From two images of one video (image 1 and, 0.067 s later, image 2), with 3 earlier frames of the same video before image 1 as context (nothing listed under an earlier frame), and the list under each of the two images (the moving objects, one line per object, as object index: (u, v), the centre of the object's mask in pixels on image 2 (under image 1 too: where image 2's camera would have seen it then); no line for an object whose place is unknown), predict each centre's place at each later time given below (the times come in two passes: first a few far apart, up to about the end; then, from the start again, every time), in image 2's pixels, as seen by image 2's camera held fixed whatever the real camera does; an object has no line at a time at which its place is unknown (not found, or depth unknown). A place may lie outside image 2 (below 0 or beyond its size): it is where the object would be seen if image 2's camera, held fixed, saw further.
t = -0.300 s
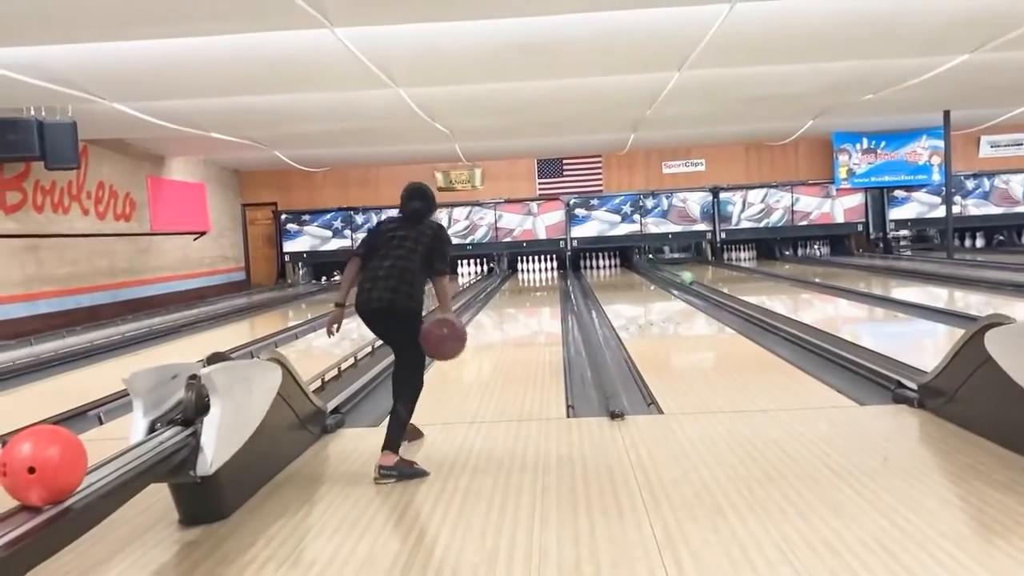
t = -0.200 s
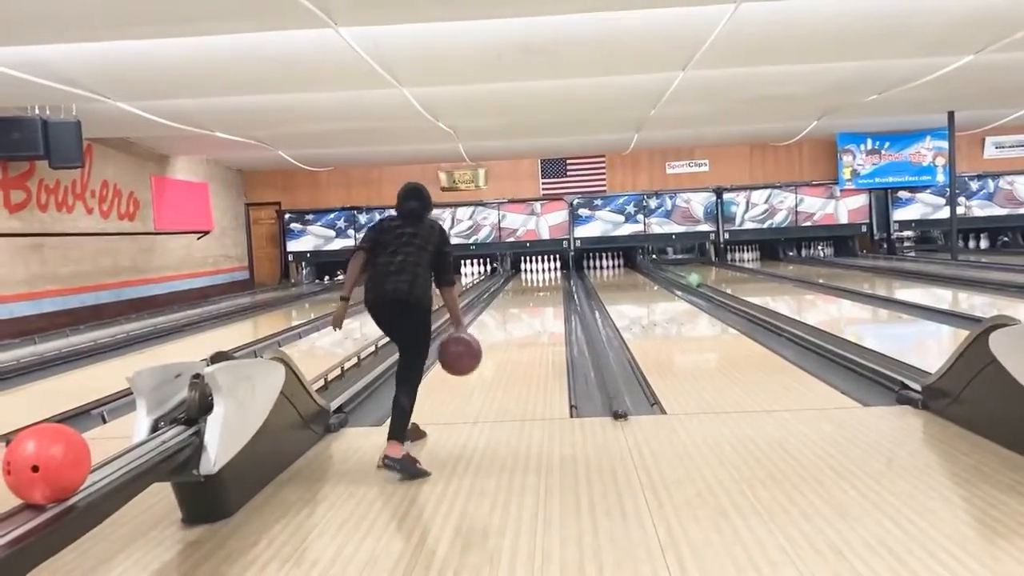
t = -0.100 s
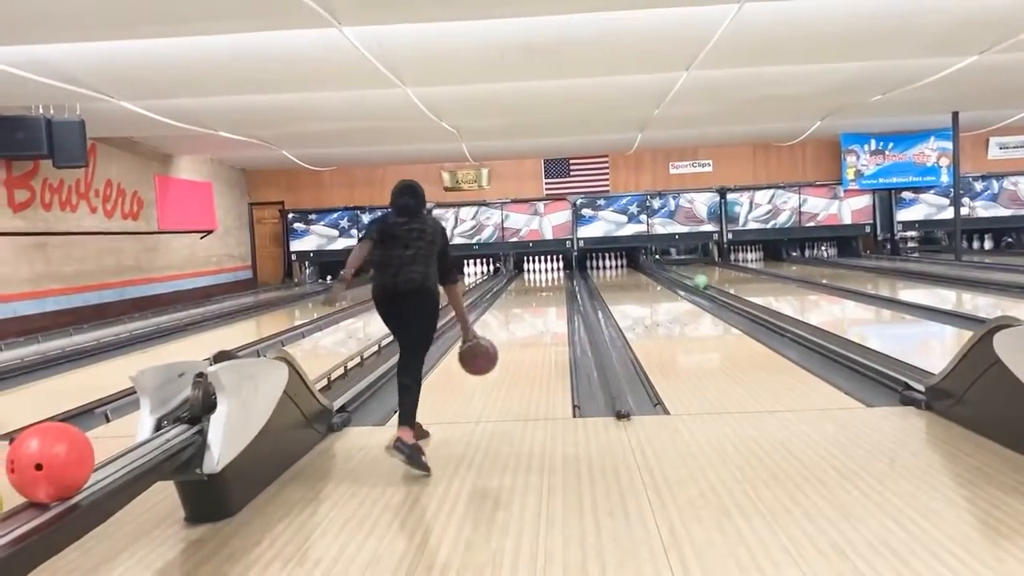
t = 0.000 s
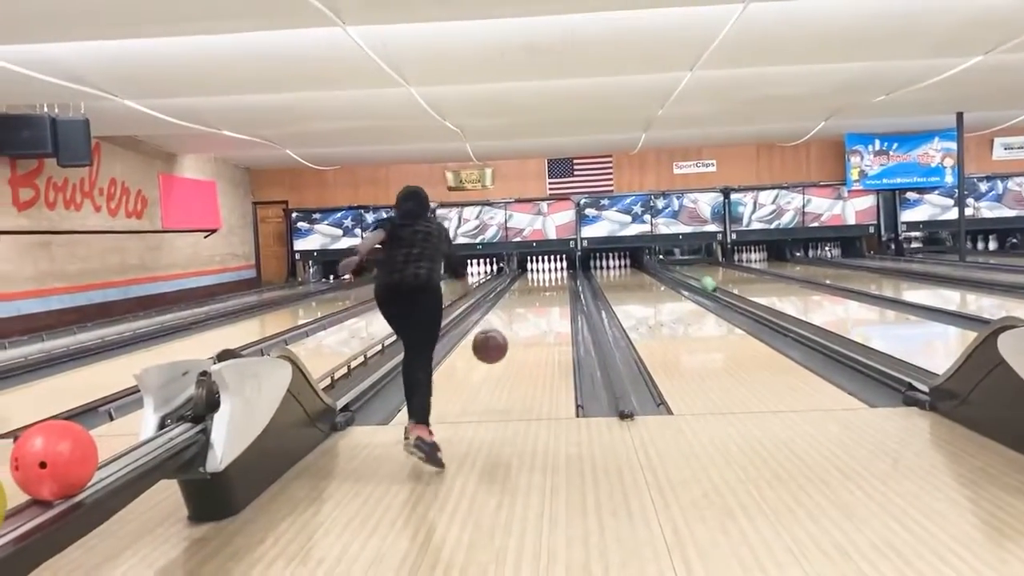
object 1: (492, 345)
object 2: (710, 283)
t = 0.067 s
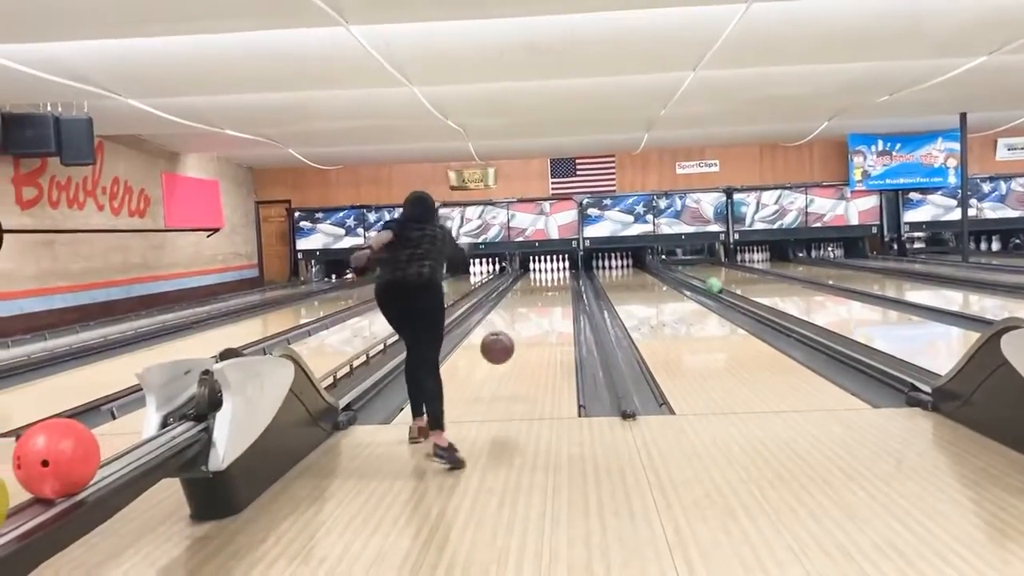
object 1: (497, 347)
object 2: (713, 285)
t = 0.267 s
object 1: (510, 356)
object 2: (724, 289)
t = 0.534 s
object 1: (521, 335)
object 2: (740, 295)
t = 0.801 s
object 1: (529, 320)
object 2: (760, 303)
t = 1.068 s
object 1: (534, 311)
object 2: (784, 313)
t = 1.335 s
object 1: (539, 302)
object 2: (815, 326)
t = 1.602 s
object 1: (543, 295)
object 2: (855, 340)
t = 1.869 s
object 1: (545, 290)
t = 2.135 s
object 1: (546, 286)
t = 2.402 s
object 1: (551, 280)
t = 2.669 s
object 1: (552, 278)
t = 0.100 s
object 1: (500, 351)
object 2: (716, 286)
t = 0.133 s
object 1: (502, 355)
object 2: (717, 287)
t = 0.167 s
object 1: (504, 361)
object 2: (719, 288)
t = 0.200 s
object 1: (506, 364)
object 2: (721, 288)
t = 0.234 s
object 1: (508, 359)
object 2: (722, 288)
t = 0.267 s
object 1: (510, 356)
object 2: (724, 289)
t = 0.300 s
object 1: (511, 354)
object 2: (726, 290)
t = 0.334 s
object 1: (513, 351)
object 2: (728, 290)
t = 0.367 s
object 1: (515, 348)
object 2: (730, 291)
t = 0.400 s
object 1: (516, 346)
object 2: (732, 292)
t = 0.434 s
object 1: (518, 343)
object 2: (734, 293)
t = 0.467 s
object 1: (519, 340)
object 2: (736, 294)
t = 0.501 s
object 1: (520, 337)
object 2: (737, 294)
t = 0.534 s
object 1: (521, 335)
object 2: (740, 295)
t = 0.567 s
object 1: (522, 333)
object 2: (742, 296)
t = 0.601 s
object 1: (523, 331)
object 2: (744, 297)
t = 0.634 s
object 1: (524, 328)
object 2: (747, 298)
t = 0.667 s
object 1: (525, 326)
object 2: (750, 299)
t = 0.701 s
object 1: (526, 325)
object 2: (752, 300)
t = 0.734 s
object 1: (527, 323)
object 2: (755, 301)
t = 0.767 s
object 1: (528, 321)
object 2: (757, 302)
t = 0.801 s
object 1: (529, 320)
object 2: (760, 303)
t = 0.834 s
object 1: (529, 318)
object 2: (763, 304)
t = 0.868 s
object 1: (530, 317)
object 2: (765, 305)
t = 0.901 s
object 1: (531, 316)
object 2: (768, 307)
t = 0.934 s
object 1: (532, 315)
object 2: (772, 309)
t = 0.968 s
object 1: (533, 314)
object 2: (775, 310)
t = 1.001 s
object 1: (533, 313)
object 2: (778, 310)
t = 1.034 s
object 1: (534, 312)
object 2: (781, 311)
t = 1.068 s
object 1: (534, 311)
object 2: (784, 313)
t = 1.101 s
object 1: (535, 309)
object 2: (787, 314)
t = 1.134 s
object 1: (536, 308)
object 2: (791, 315)
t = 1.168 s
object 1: (536, 307)
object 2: (795, 317)
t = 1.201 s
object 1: (537, 306)
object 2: (799, 319)
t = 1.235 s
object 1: (538, 305)
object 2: (803, 321)
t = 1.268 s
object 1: (538, 305)
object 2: (807, 322)
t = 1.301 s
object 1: (538, 304)
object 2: (810, 323)
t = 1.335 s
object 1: (539, 302)
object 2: (815, 326)
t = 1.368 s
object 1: (540, 300)
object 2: (819, 327)
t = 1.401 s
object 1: (540, 299)
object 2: (823, 328)
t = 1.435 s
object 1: (541, 297)
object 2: (829, 331)
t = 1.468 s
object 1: (542, 296)
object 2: (834, 333)
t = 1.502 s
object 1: (542, 295)
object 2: (839, 334)
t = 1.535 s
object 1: (542, 295)
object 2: (844, 336)
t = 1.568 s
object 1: (543, 294)
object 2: (850, 338)
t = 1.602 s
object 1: (543, 295)
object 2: (855, 340)
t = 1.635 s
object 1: (543, 294)
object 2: (861, 343)
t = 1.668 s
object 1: (544, 294)
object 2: (867, 345)
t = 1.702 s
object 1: (545, 292)
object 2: (874, 349)
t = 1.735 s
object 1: (545, 291)
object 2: (881, 350)
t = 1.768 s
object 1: (544, 292)
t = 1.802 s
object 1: (545, 291)
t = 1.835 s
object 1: (545, 291)
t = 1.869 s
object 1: (545, 290)
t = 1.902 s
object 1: (547, 289)
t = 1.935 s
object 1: (546, 288)
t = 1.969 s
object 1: (547, 287)
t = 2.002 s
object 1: (546, 287)
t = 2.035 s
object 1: (546, 286)
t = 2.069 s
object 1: (546, 286)
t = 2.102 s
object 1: (547, 286)
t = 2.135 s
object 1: (546, 286)
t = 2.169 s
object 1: (546, 286)
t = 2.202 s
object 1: (547, 285)
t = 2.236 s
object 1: (548, 284)
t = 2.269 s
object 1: (549, 283)
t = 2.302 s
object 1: (550, 282)
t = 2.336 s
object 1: (550, 282)
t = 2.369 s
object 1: (550, 280)
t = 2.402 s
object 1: (551, 280)
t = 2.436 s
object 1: (550, 279)
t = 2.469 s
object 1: (551, 279)
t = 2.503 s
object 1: (551, 279)
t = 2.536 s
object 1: (551, 279)
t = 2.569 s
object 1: (551, 278)
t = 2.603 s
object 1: (552, 278)
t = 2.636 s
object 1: (552, 278)
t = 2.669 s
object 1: (552, 278)
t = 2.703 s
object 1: (553, 277)
